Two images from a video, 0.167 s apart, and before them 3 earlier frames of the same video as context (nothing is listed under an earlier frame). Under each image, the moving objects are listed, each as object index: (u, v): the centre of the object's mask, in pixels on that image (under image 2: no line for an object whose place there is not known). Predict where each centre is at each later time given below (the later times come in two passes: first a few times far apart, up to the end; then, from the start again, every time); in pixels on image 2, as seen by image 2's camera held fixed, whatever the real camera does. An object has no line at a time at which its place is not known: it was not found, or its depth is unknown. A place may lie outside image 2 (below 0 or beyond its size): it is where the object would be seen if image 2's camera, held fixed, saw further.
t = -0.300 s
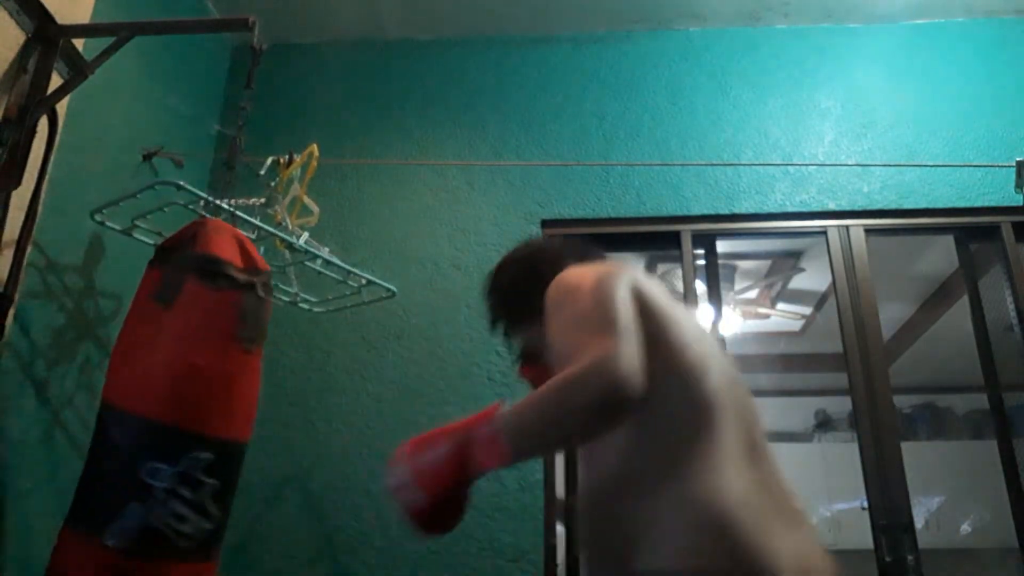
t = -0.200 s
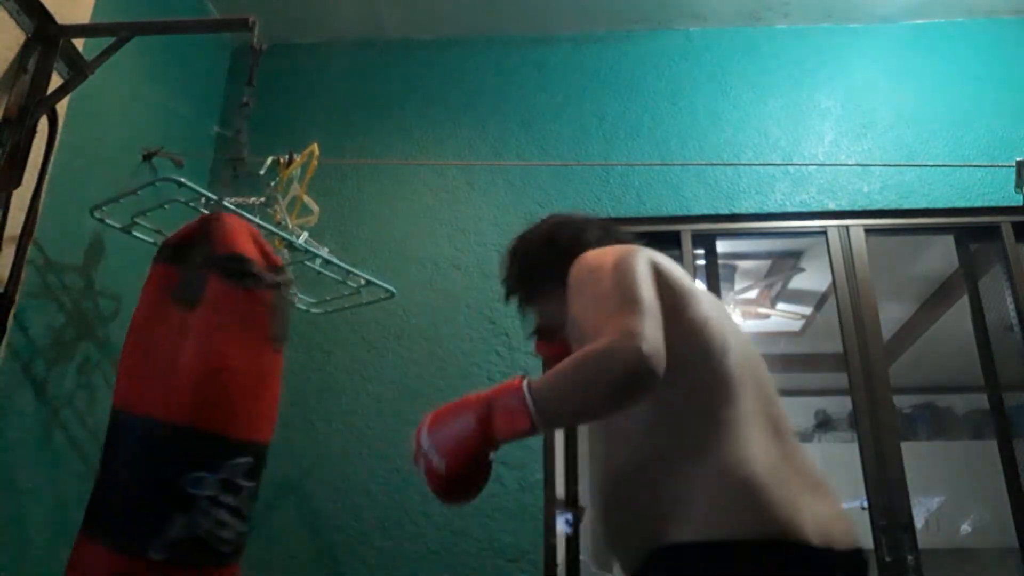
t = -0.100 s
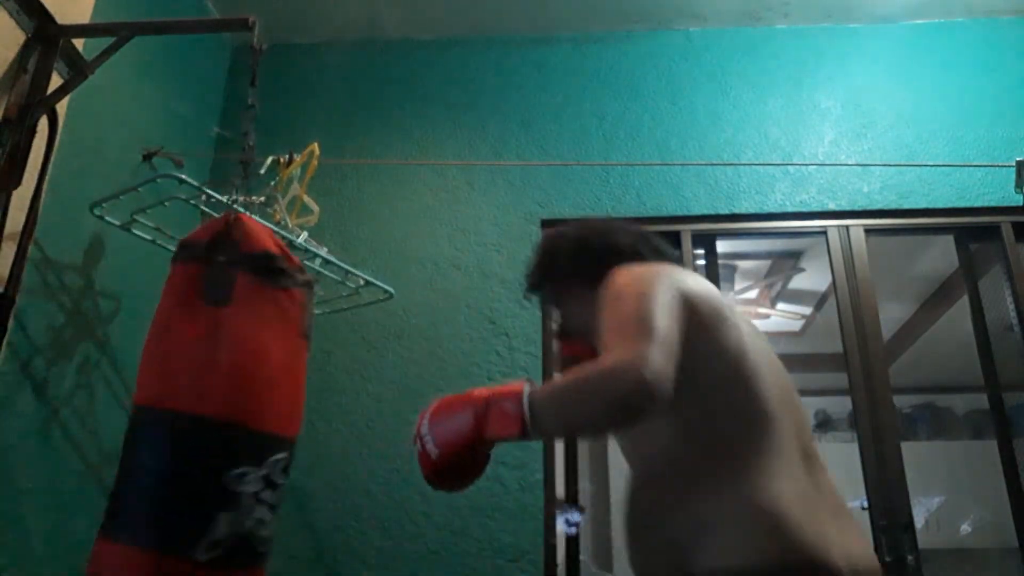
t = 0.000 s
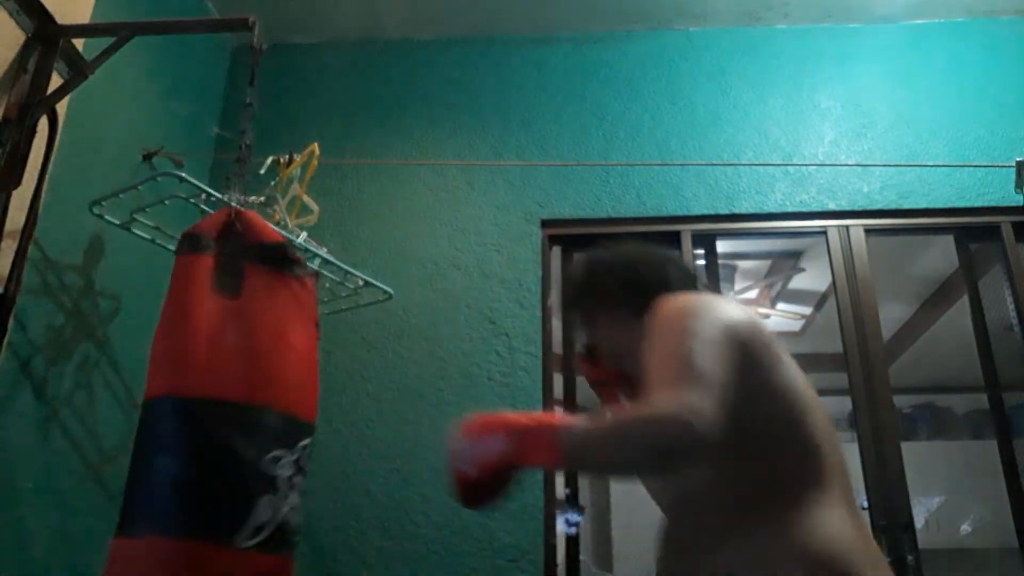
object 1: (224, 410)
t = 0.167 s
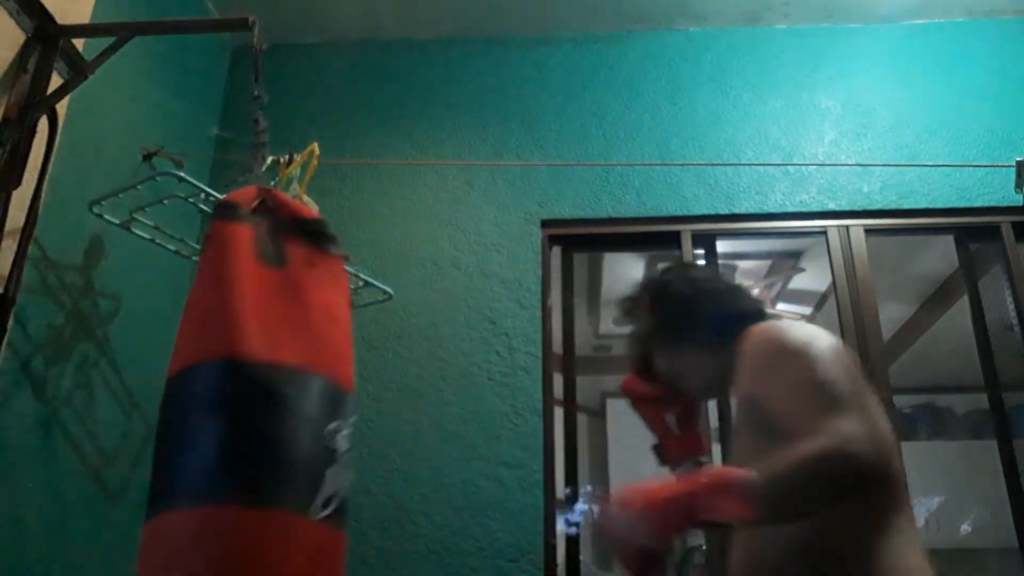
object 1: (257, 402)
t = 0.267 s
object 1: (268, 401)
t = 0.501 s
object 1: (281, 392)
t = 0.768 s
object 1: (242, 393)
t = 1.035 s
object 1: (189, 403)
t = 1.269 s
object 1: (165, 409)
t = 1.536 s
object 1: (158, 411)
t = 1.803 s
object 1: (171, 423)
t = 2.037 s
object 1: (201, 413)
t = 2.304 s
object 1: (230, 400)
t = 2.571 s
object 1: (260, 397)
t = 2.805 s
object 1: (242, 398)
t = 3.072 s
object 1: (204, 401)
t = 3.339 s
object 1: (175, 408)
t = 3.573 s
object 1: (159, 418)
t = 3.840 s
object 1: (171, 416)
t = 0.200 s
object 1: (262, 402)
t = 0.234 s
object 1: (266, 402)
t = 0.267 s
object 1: (268, 401)
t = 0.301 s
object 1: (270, 400)
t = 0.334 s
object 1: (272, 397)
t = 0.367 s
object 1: (275, 395)
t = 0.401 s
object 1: (277, 393)
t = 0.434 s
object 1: (280, 391)
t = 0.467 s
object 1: (281, 391)
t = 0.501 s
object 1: (281, 392)
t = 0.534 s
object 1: (279, 393)
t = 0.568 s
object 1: (276, 394)
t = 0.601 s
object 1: (272, 394)
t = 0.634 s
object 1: (266, 393)
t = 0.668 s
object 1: (261, 392)
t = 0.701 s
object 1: (254, 392)
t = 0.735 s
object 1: (249, 393)
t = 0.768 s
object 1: (242, 393)
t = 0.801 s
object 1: (236, 395)
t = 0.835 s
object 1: (229, 397)
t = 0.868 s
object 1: (222, 398)
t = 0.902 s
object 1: (214, 399)
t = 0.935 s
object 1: (207, 400)
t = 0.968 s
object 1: (200, 401)
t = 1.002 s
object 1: (195, 402)
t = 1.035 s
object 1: (189, 403)
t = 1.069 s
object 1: (185, 405)
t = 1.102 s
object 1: (181, 406)
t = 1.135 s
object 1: (177, 407)
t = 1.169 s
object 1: (174, 408)
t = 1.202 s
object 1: (170, 408)
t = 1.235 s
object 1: (168, 409)
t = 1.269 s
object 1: (165, 409)
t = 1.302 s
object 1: (162, 409)
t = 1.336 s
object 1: (160, 409)
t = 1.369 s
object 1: (160, 410)
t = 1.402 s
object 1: (159, 411)
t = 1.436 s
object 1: (159, 411)
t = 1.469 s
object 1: (159, 412)
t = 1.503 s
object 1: (159, 412)
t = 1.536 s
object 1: (158, 411)
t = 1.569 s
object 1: (158, 412)
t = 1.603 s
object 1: (159, 413)
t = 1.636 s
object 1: (161, 414)
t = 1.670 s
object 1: (162, 416)
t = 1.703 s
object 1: (164, 418)
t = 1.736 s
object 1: (166, 419)
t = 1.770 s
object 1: (169, 421)
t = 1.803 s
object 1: (171, 423)
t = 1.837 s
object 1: (176, 422)
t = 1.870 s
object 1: (180, 421)
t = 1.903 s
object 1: (185, 419)
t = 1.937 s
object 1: (189, 417)
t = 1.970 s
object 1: (193, 416)
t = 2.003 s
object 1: (198, 414)
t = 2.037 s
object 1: (201, 413)
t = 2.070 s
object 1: (205, 411)
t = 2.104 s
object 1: (209, 409)
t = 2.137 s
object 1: (212, 407)
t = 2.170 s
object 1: (216, 406)
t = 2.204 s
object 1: (220, 404)
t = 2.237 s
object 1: (223, 402)
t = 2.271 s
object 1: (227, 401)
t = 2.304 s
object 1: (230, 400)
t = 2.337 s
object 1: (234, 399)
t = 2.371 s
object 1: (238, 399)
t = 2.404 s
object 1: (241, 399)
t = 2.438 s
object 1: (245, 397)
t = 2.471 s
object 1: (249, 397)
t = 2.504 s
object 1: (254, 397)
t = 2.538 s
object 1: (257, 397)
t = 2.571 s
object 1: (260, 397)
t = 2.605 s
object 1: (262, 398)
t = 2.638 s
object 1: (263, 398)
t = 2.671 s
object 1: (263, 399)
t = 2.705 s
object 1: (259, 398)
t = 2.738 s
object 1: (254, 397)
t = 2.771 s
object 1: (248, 396)
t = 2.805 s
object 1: (242, 398)
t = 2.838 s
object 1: (236, 398)
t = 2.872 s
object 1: (230, 398)
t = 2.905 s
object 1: (224, 398)
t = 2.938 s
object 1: (219, 397)
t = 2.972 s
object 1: (215, 398)
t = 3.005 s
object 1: (211, 399)
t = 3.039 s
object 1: (207, 400)
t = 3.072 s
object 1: (204, 401)
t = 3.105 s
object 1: (201, 403)
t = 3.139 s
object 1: (198, 404)
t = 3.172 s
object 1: (193, 403)
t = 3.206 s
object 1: (189, 404)
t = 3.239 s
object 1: (185, 405)
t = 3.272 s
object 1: (182, 406)
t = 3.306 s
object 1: (179, 407)
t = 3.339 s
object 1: (175, 408)
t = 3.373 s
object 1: (172, 409)
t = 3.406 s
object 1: (169, 411)
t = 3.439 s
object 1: (167, 412)
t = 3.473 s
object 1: (165, 413)
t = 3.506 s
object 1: (162, 414)
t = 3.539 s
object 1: (160, 416)
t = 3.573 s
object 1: (159, 418)
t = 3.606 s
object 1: (158, 420)
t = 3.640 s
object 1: (158, 421)
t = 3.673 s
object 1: (160, 421)
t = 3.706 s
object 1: (163, 421)
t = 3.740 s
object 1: (165, 419)
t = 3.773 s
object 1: (166, 418)
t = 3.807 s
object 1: (169, 417)
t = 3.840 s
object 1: (171, 416)
